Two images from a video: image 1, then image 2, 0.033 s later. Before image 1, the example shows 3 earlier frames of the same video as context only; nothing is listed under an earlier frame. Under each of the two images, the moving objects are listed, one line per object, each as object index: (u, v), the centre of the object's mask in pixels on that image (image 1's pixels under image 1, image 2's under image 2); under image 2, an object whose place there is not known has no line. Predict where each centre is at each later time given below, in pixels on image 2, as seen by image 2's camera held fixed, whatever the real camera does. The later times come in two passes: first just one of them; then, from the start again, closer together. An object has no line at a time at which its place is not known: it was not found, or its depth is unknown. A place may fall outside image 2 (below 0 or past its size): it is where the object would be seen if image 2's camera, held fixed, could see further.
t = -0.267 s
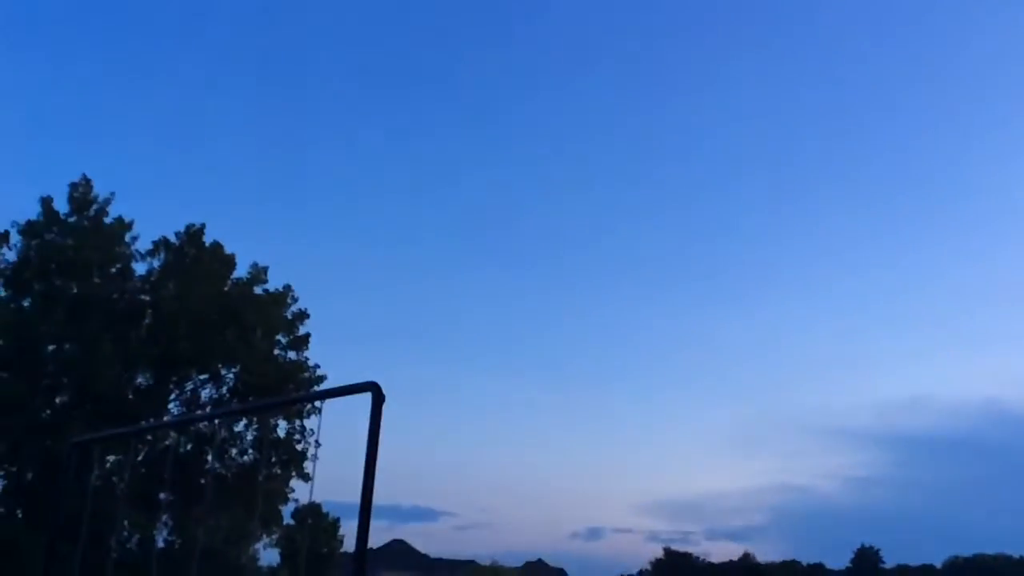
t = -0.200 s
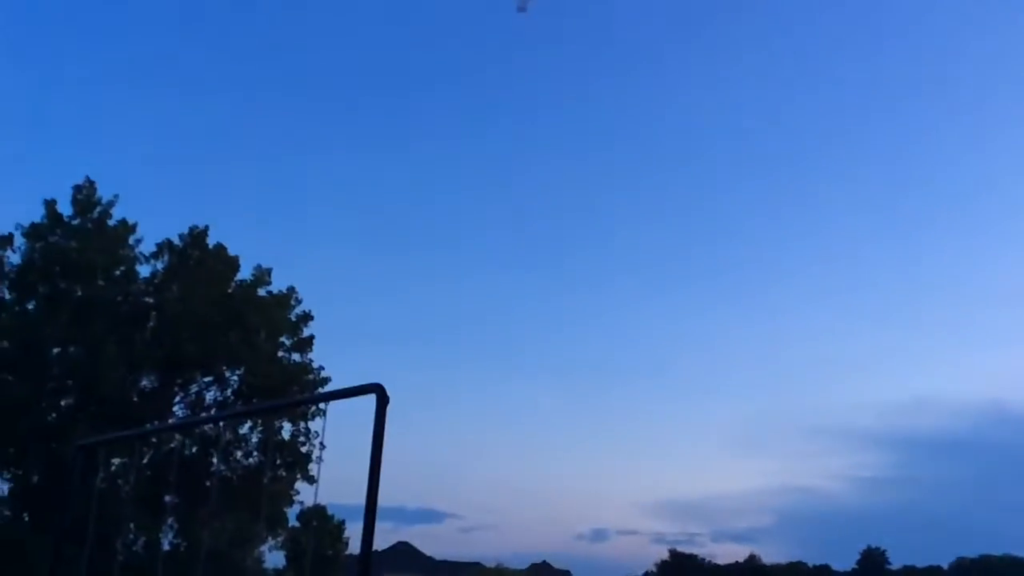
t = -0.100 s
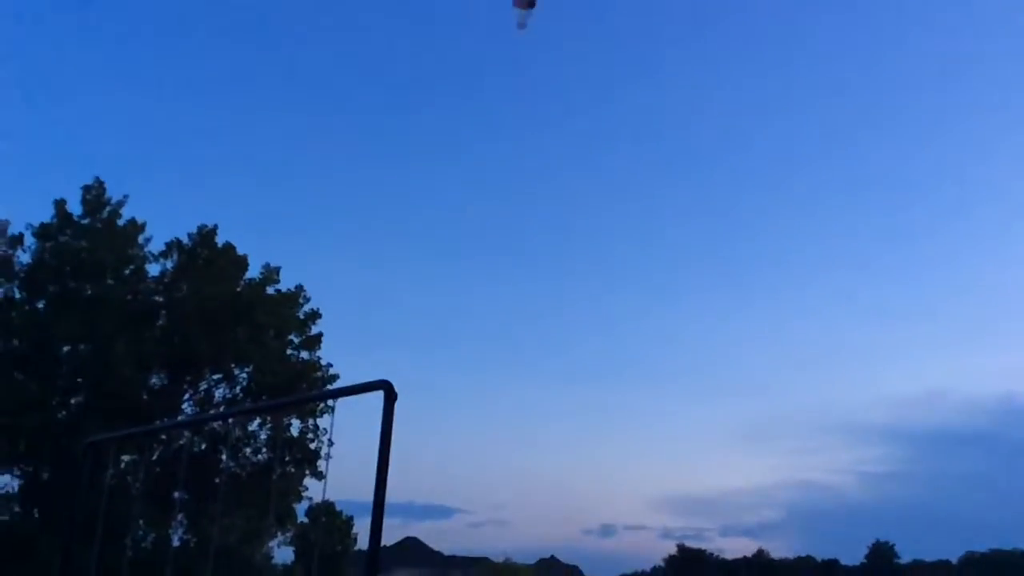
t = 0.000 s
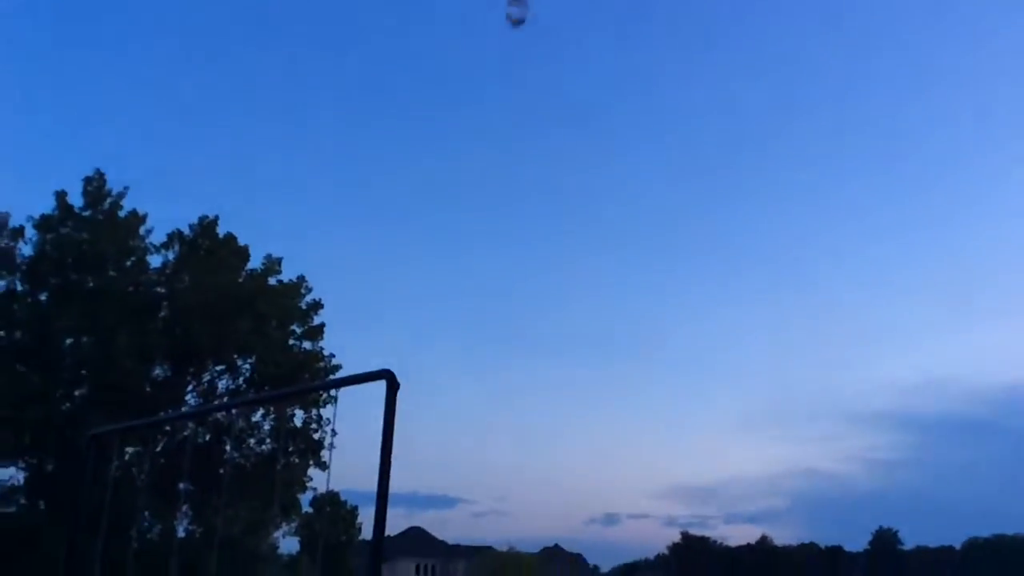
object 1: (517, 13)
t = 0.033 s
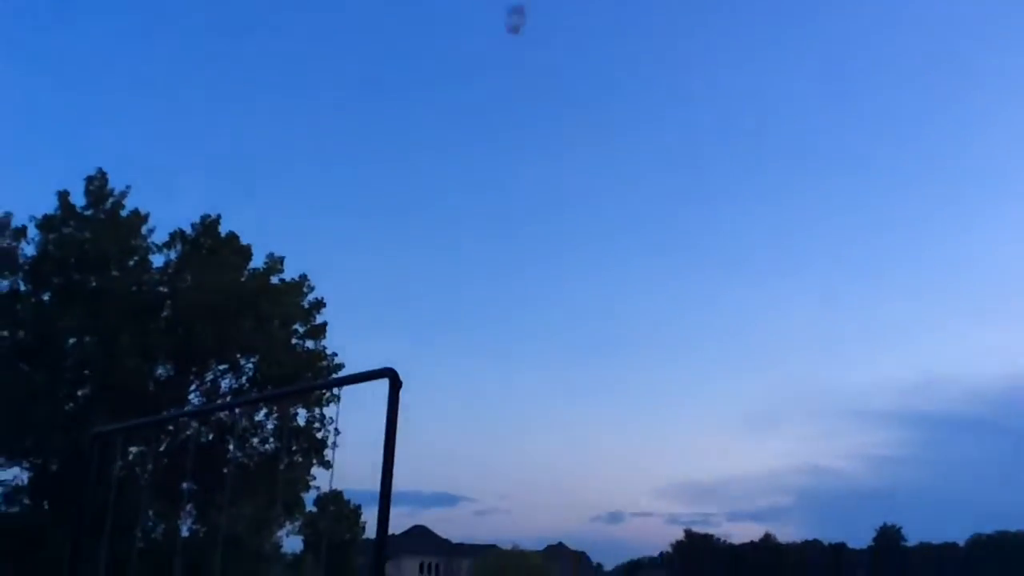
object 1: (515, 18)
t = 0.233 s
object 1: (503, 88)
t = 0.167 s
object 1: (506, 66)
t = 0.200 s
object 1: (504, 77)
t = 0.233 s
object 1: (503, 88)
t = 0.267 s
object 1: (501, 102)
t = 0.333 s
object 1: (499, 127)
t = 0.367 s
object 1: (498, 141)
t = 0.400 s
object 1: (499, 156)
